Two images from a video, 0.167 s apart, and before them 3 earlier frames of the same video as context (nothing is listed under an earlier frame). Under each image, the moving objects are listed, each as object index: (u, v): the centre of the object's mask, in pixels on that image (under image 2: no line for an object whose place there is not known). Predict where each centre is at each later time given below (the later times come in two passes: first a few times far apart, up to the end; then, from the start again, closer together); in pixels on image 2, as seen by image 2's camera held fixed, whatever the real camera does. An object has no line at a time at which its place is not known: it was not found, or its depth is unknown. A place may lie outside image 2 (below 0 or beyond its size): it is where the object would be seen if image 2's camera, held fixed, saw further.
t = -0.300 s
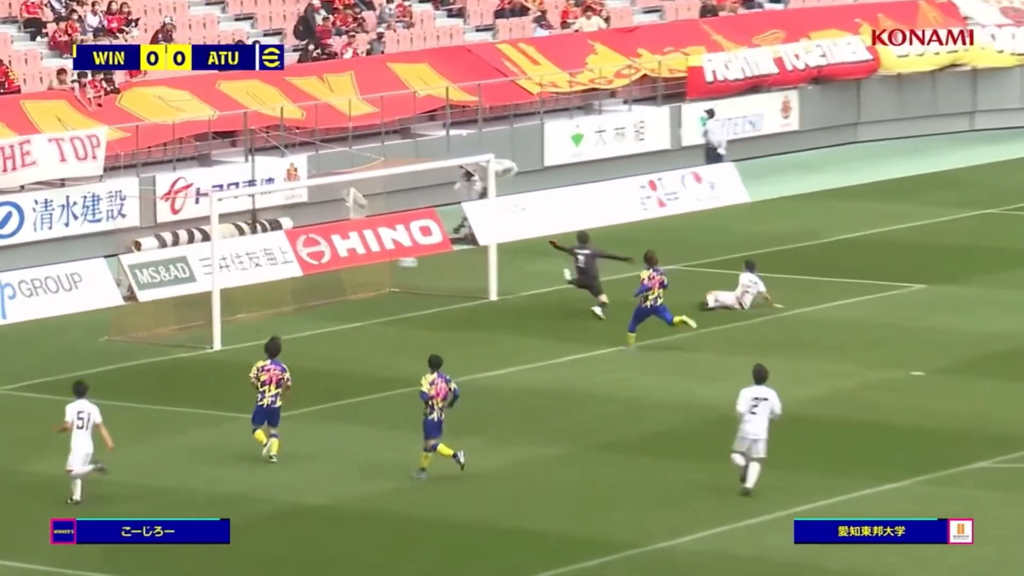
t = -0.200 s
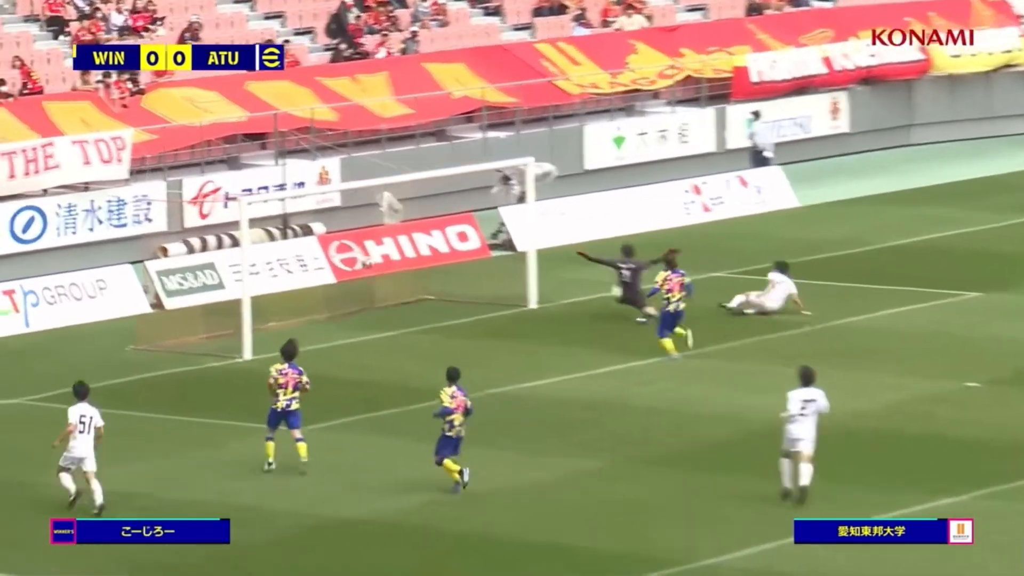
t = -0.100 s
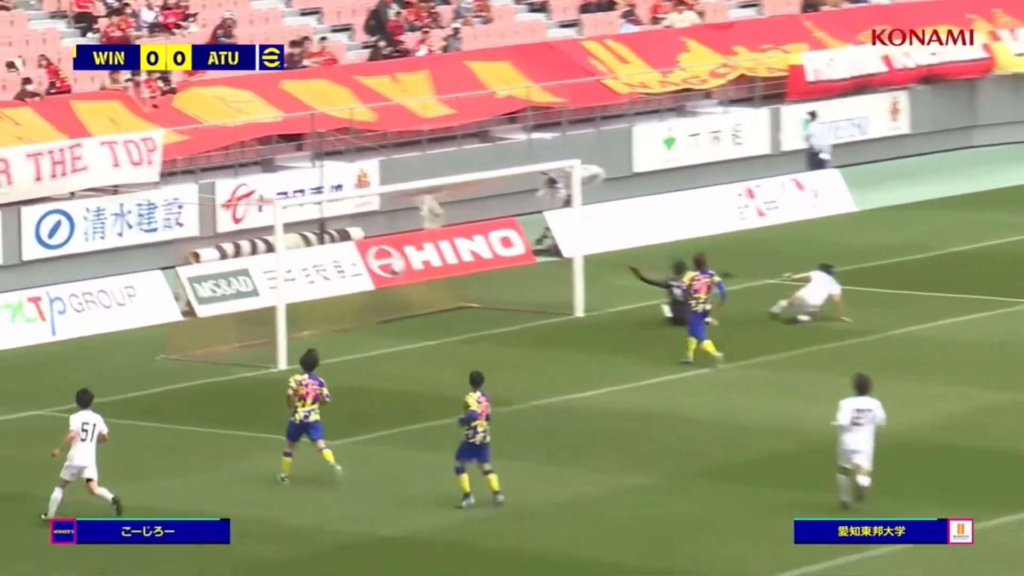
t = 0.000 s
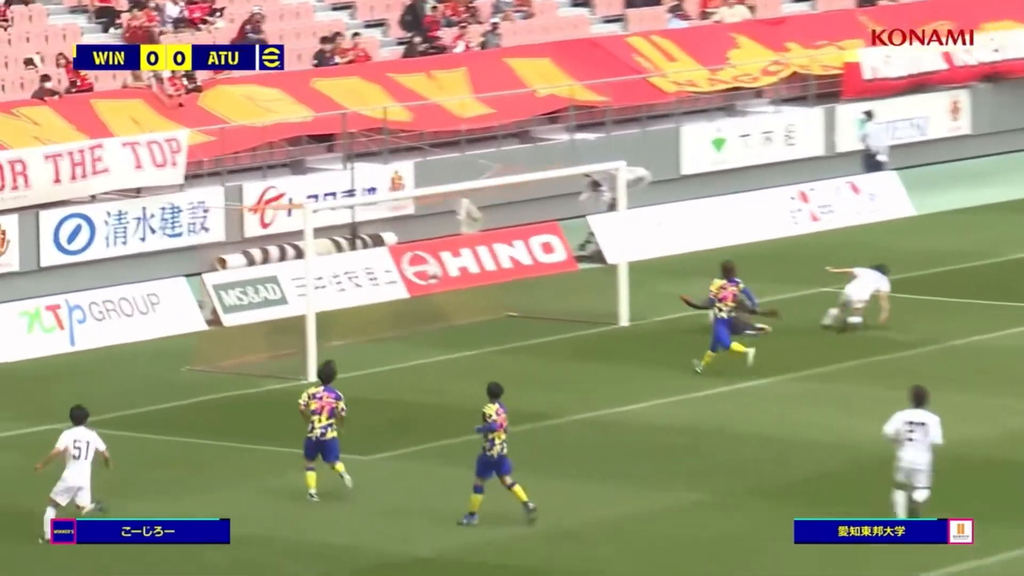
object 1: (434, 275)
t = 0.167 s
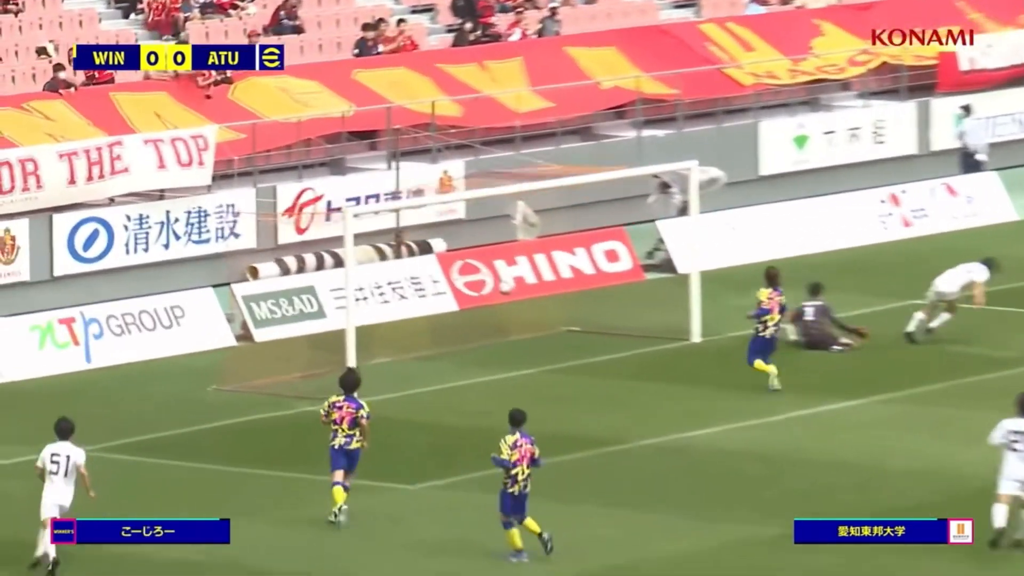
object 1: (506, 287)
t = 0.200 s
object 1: (511, 291)
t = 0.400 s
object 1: (540, 325)
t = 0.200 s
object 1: (511, 291)
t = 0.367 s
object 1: (535, 318)
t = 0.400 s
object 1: (540, 325)
